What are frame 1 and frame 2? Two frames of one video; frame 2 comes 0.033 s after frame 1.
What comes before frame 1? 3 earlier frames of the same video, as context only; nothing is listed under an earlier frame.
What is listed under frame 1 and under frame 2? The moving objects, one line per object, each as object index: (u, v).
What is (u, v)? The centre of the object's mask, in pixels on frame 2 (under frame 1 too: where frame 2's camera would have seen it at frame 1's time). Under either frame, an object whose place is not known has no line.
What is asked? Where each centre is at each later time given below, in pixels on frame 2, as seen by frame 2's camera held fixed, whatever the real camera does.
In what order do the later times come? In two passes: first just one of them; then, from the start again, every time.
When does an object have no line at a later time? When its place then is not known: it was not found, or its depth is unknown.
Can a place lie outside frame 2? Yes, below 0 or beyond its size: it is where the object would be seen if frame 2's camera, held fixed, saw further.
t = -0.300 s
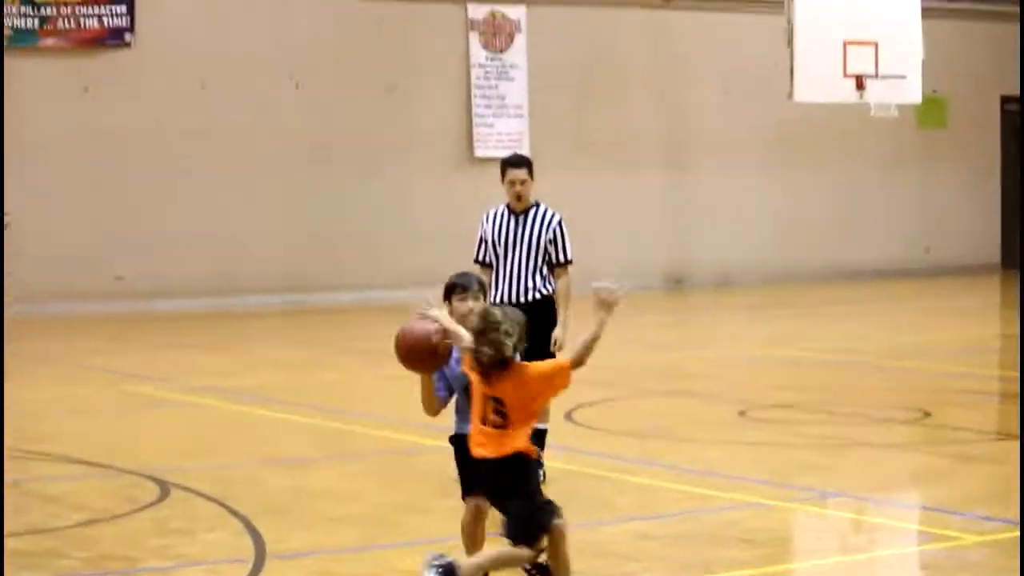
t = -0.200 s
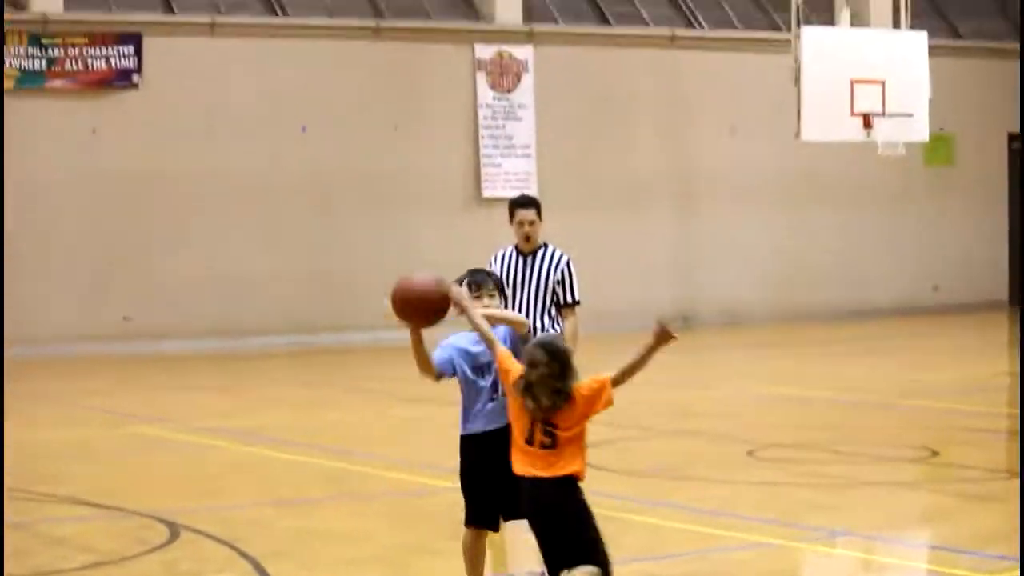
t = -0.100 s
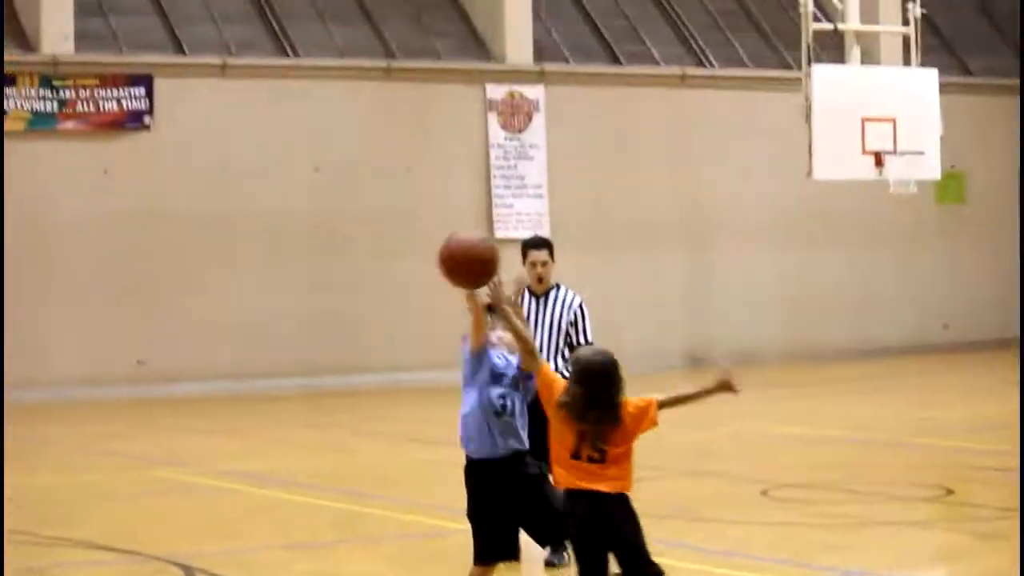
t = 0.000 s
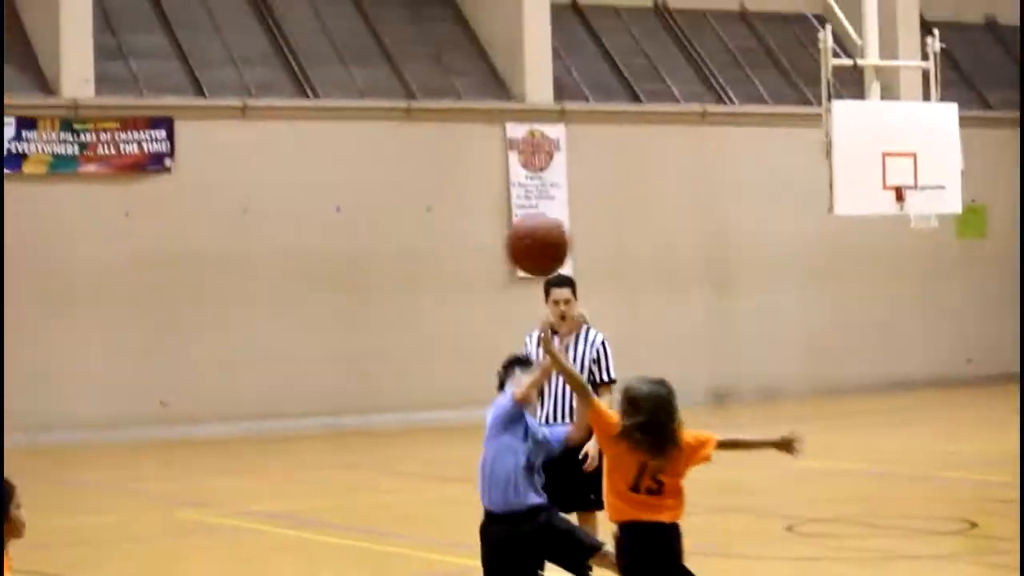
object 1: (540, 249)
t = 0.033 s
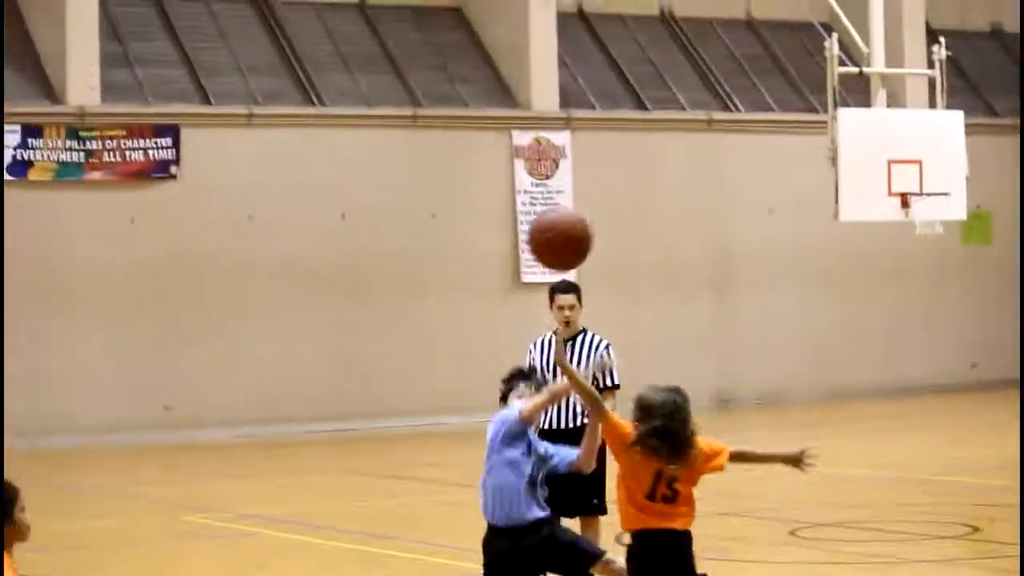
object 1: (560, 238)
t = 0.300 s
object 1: (716, 248)
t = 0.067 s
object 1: (579, 231)
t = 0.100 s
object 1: (594, 225)
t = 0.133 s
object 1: (612, 219)
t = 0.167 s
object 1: (632, 219)
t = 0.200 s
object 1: (652, 222)
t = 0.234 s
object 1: (672, 228)
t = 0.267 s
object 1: (694, 236)
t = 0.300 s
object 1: (716, 248)
